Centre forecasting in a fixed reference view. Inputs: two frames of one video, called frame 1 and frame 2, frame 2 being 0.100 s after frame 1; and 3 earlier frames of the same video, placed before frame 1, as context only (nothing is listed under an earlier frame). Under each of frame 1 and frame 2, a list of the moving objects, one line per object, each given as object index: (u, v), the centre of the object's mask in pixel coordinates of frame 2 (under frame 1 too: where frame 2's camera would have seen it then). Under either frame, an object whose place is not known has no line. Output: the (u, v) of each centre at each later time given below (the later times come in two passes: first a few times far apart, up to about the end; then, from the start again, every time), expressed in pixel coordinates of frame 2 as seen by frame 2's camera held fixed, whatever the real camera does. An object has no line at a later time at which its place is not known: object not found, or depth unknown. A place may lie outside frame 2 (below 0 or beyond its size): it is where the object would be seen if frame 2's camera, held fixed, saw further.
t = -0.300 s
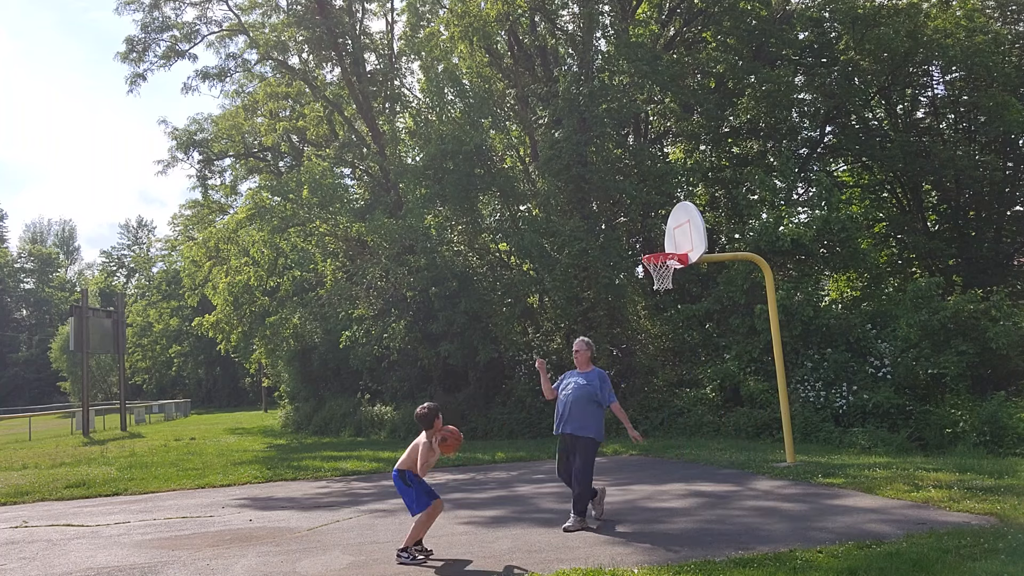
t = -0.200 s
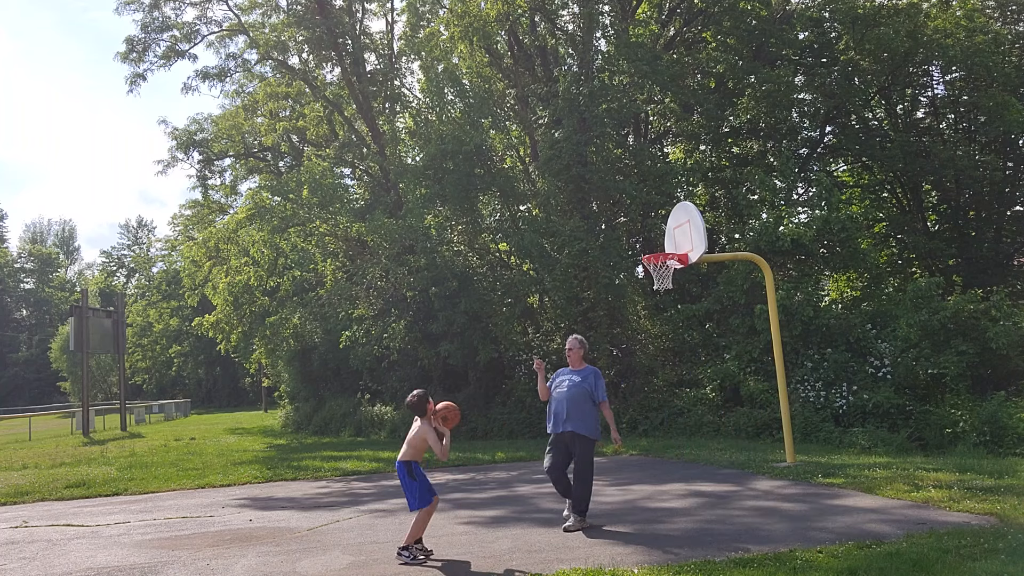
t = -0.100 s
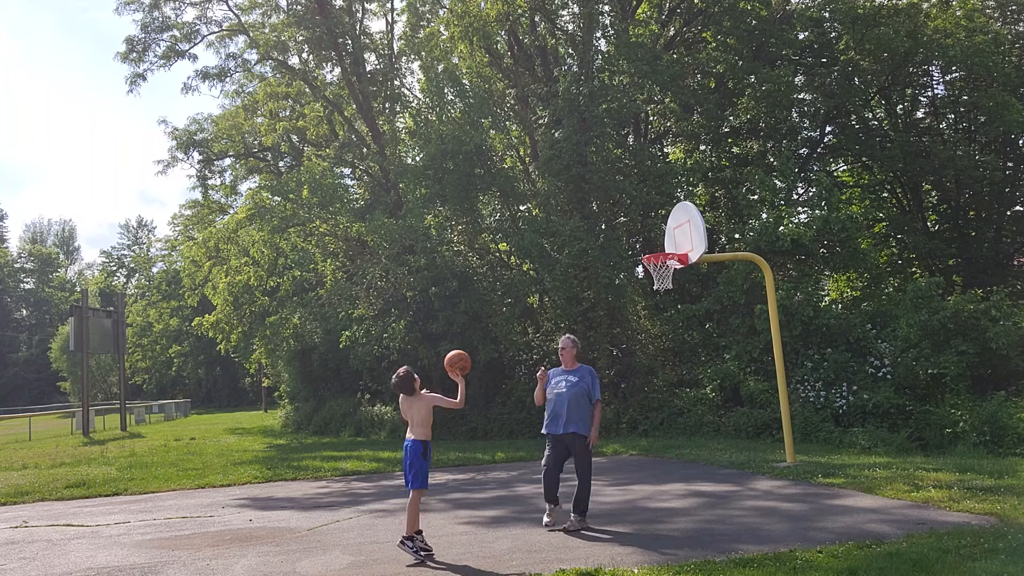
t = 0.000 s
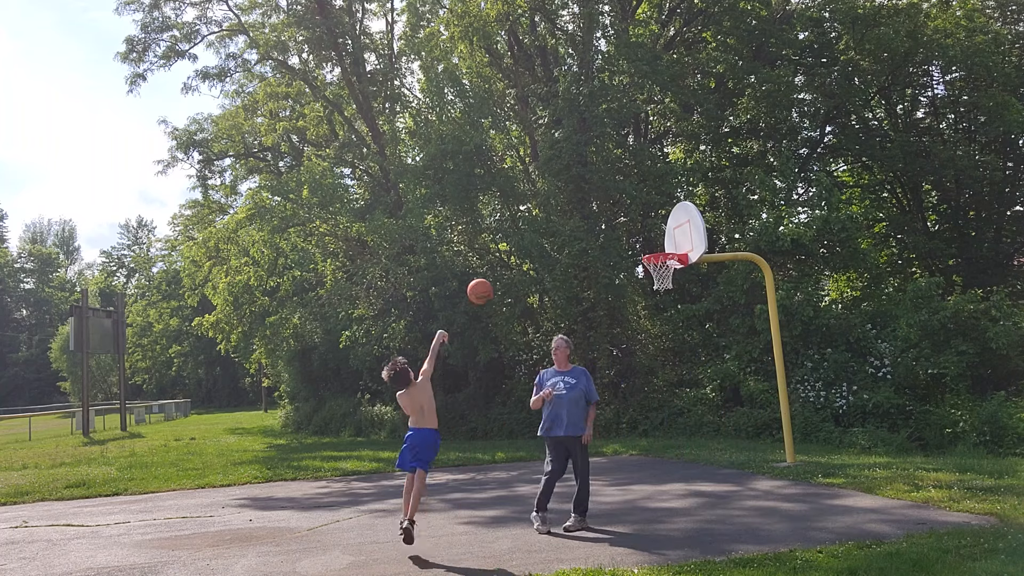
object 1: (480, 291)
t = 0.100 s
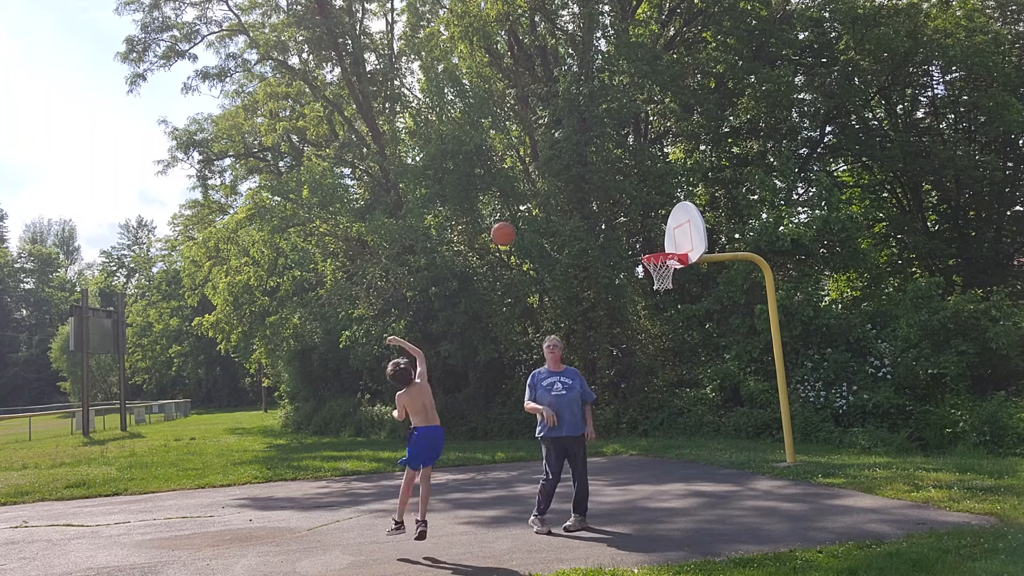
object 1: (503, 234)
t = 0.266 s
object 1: (538, 169)
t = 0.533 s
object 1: (588, 129)
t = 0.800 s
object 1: (634, 149)
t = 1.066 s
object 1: (678, 215)
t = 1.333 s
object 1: (655, 215)
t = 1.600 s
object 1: (628, 199)
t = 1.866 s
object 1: (605, 235)
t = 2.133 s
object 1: (584, 335)
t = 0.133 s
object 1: (511, 218)
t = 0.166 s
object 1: (517, 204)
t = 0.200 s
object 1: (524, 191)
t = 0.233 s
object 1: (531, 180)
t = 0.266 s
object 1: (538, 169)
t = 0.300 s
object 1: (545, 161)
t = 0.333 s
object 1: (551, 153)
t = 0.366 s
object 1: (557, 146)
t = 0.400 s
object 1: (563, 141)
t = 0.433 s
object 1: (569, 136)
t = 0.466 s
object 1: (575, 133)
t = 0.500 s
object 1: (582, 132)
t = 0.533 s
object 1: (588, 129)
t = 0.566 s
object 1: (594, 129)
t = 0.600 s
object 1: (600, 130)
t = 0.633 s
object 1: (605, 130)
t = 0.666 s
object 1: (611, 132)
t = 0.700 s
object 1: (617, 136)
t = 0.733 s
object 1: (623, 139)
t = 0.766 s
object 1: (629, 144)
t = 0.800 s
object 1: (634, 149)
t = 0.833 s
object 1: (640, 155)
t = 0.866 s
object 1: (645, 162)
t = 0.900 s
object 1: (651, 169)
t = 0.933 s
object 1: (656, 177)
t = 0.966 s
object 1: (661, 186)
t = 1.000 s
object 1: (667, 195)
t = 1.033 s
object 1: (673, 205)
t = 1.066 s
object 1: (678, 215)
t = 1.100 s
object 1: (684, 226)
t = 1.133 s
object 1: (681, 234)
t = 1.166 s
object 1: (675, 242)
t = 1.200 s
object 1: (670, 241)
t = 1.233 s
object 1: (666, 234)
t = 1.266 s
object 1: (662, 227)
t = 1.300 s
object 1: (658, 221)
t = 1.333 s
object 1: (655, 215)
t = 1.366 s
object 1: (652, 211)
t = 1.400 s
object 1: (649, 207)
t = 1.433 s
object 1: (646, 204)
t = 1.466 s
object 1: (642, 201)
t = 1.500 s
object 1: (638, 200)
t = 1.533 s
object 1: (635, 198)
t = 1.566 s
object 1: (632, 198)
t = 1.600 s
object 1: (628, 199)
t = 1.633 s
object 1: (625, 201)
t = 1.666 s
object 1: (622, 203)
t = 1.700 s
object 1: (619, 206)
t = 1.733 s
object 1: (616, 209)
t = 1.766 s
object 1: (613, 215)
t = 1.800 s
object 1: (610, 220)
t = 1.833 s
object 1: (607, 227)
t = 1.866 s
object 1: (605, 235)
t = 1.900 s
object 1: (602, 244)
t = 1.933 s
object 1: (599, 253)
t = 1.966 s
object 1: (596, 264)
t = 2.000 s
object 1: (594, 276)
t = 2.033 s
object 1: (591, 289)
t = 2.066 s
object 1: (589, 303)
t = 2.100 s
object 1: (586, 318)
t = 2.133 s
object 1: (584, 335)
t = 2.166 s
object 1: (582, 352)
